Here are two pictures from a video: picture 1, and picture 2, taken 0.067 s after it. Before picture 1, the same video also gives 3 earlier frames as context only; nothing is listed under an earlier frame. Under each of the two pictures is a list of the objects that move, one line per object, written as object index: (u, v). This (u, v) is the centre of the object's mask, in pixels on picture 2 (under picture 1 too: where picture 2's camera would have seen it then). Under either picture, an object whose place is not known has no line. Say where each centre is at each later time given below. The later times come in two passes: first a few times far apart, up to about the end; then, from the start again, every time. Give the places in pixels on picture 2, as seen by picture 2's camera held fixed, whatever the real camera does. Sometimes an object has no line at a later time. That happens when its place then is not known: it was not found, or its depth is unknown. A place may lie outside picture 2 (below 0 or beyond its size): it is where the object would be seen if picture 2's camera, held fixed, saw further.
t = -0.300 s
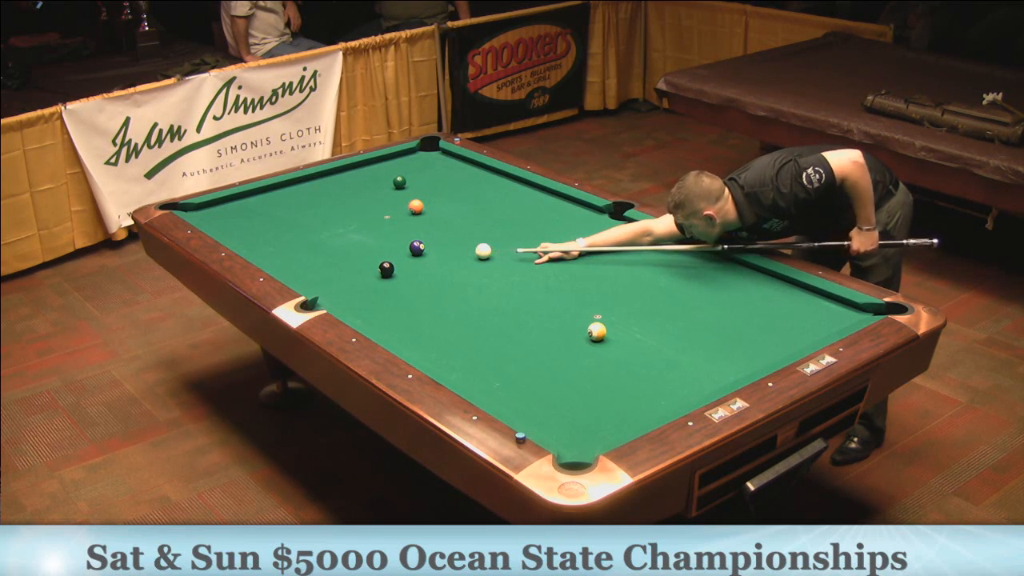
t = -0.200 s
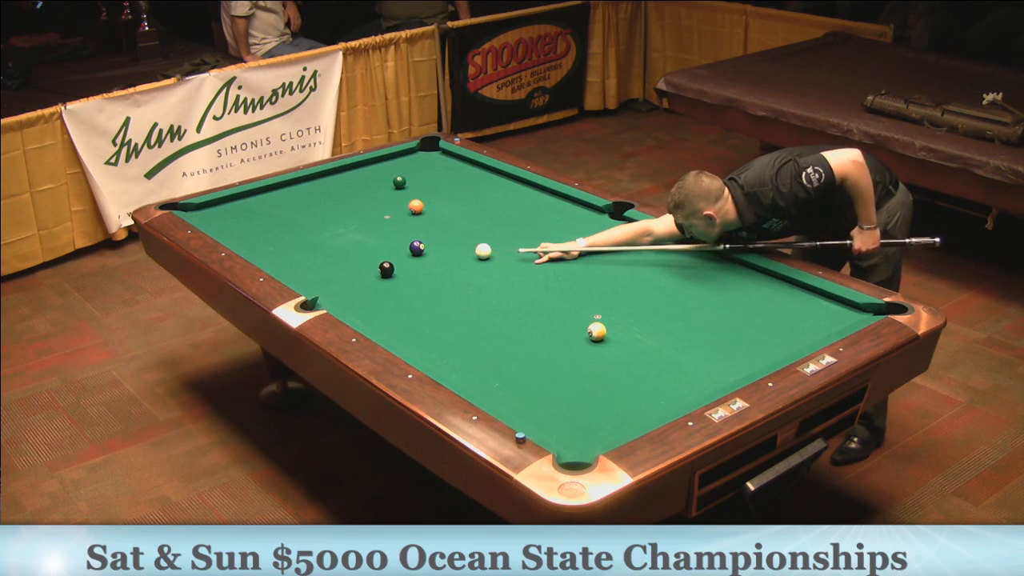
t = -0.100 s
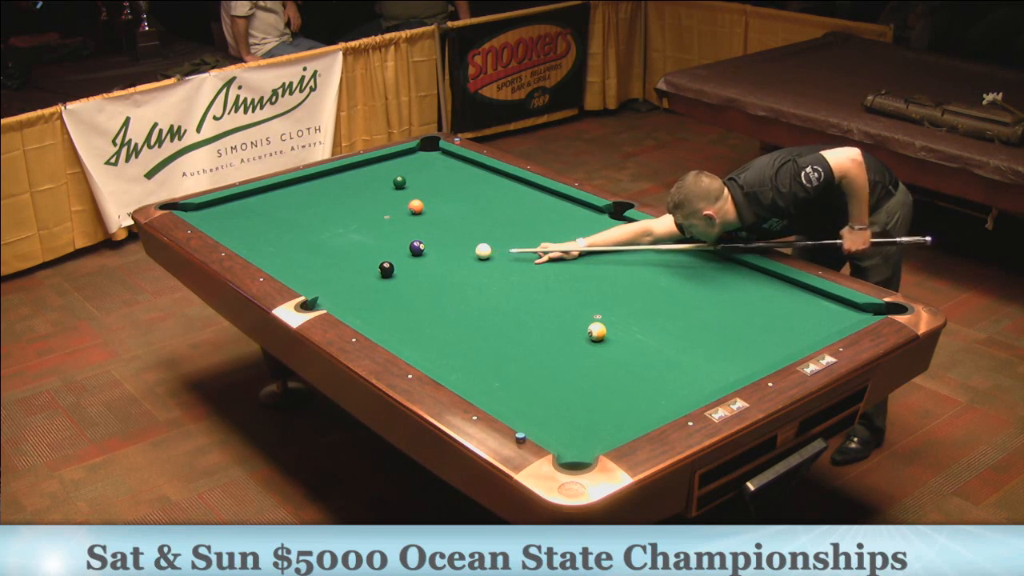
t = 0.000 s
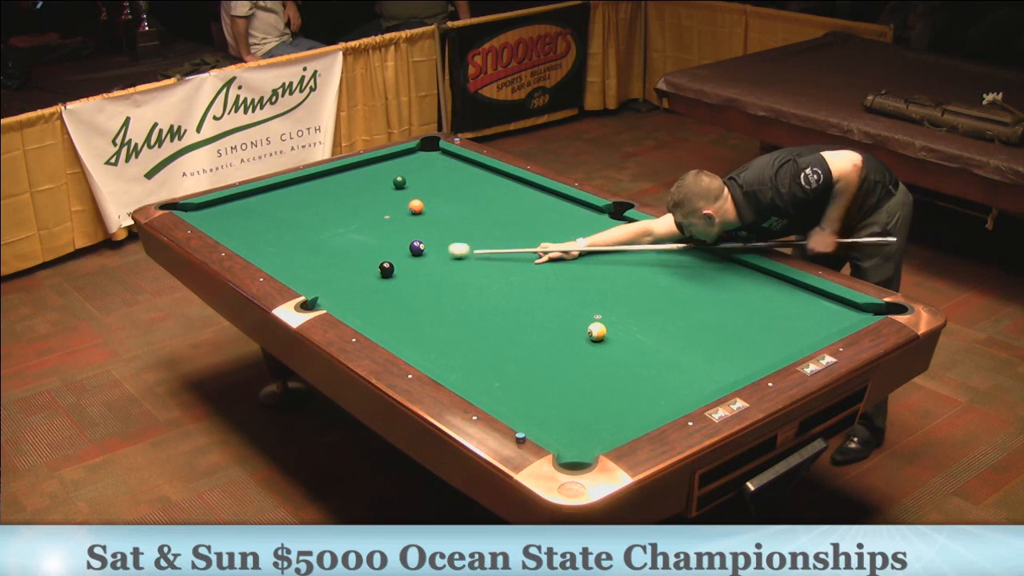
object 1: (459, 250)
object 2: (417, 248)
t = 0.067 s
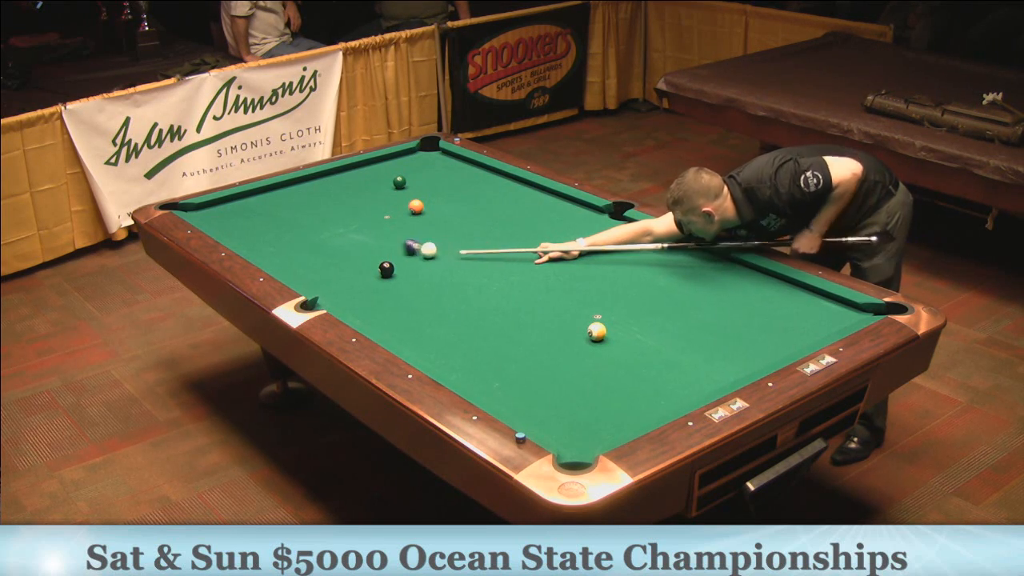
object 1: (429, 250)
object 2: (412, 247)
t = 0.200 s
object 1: (416, 255)
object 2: (362, 240)
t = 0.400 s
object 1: (399, 263)
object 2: (310, 232)
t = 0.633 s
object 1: (396, 266)
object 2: (252, 223)
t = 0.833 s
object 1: (394, 268)
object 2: (208, 216)
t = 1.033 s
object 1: (392, 270)
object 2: (192, 208)
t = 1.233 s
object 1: (391, 271)
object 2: (191, 209)
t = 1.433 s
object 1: (390, 271)
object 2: (197, 208)
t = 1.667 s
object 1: (390, 271)
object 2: (204, 206)
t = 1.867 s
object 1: (390, 271)
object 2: (209, 205)
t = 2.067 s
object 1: (390, 271)
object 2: (214, 204)
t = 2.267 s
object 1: (390, 271)
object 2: (217, 204)
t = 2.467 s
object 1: (390, 271)
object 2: (220, 203)
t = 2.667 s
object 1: (390, 271)
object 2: (222, 203)
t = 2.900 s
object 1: (390, 271)
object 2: (223, 203)
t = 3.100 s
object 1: (390, 271)
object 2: (224, 203)
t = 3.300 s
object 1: (390, 271)
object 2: (224, 203)
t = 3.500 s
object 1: (390, 271)
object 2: (224, 203)
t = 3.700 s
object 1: (390, 271)
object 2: (224, 203)
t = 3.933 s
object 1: (390, 271)
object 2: (224, 203)
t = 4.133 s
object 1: (390, 271)
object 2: (223, 203)
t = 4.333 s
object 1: (390, 271)
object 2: (223, 203)
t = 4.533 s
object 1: (390, 271)
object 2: (223, 203)
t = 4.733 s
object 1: (390, 271)
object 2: (224, 203)
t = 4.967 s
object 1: (390, 271)
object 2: (224, 203)
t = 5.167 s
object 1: (390, 271)
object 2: (224, 203)
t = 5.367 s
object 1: (390, 271)
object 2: (224, 203)
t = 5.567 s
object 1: (390, 271)
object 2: (224, 203)
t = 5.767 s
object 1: (390, 271)
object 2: (224, 203)
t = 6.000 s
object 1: (390, 271)
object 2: (224, 203)
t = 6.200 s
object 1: (390, 271)
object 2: (224, 203)
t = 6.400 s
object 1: (390, 271)
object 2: (224, 203)
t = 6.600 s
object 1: (390, 271)
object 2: (223, 203)
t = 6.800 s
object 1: (390, 271)
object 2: (224, 203)
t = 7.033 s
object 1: (390, 271)
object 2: (224, 203)
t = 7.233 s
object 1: (390, 271)
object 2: (224, 203)
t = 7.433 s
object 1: (390, 271)
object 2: (224, 203)
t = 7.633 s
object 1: (390, 271)
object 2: (224, 203)
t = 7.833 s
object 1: (390, 271)
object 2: (224, 203)
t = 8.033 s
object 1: (390, 271)
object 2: (224, 203)
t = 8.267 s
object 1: (390, 271)
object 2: (224, 203)
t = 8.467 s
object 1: (390, 271)
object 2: (224, 203)
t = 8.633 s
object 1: (390, 271)
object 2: (224, 203)
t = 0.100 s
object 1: (426, 251)
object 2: (398, 245)
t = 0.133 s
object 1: (423, 253)
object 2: (385, 243)
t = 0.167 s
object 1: (420, 254)
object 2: (373, 241)
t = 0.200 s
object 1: (416, 255)
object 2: (362, 240)
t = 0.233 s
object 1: (414, 257)
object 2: (352, 238)
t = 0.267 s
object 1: (411, 258)
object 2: (344, 237)
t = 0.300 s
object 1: (407, 259)
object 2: (335, 235)
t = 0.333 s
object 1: (405, 261)
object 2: (326, 234)
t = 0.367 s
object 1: (402, 262)
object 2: (317, 233)
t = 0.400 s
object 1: (399, 263)
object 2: (310, 232)
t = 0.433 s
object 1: (398, 264)
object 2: (301, 230)
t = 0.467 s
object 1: (398, 264)
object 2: (292, 229)
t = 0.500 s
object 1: (398, 265)
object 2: (284, 228)
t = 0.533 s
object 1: (397, 265)
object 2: (276, 227)
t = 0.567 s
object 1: (397, 265)
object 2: (269, 225)
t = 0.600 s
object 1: (396, 266)
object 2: (261, 224)
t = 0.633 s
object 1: (396, 266)
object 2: (252, 223)
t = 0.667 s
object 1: (396, 266)
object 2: (245, 222)
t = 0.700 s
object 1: (395, 267)
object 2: (238, 221)
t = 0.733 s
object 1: (395, 267)
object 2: (230, 219)
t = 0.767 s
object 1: (395, 267)
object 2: (223, 218)
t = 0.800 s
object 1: (395, 268)
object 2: (215, 218)
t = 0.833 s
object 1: (394, 268)
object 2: (208, 216)
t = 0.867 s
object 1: (394, 268)
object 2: (202, 214)
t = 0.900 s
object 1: (394, 269)
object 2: (195, 212)
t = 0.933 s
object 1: (393, 269)
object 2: (194, 210)
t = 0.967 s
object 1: (393, 269)
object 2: (194, 209)
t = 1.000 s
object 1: (393, 269)
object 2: (193, 208)
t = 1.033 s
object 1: (392, 270)
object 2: (192, 208)
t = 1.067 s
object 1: (392, 270)
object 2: (191, 209)
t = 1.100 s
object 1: (392, 270)
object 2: (190, 209)
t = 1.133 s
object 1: (392, 270)
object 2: (190, 209)
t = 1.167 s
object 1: (392, 270)
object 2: (190, 209)
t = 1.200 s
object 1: (391, 270)
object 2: (191, 209)
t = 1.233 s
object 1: (391, 271)
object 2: (191, 209)
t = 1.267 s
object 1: (391, 271)
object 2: (192, 209)
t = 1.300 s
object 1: (390, 271)
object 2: (193, 209)
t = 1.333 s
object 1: (390, 271)
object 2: (194, 209)
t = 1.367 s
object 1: (390, 271)
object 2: (195, 209)
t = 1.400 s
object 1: (390, 271)
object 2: (196, 209)
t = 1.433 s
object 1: (390, 271)
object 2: (197, 208)
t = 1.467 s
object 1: (390, 271)
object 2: (198, 208)
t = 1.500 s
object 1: (390, 271)
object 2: (199, 207)
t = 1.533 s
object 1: (390, 271)
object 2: (200, 207)
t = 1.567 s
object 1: (390, 271)
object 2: (201, 207)
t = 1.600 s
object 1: (390, 271)
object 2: (202, 206)
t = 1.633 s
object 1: (390, 271)
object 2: (203, 206)
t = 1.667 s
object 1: (390, 271)
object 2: (204, 206)
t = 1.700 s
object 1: (390, 271)
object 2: (204, 206)
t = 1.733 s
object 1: (390, 271)
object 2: (205, 205)
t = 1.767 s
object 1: (390, 271)
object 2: (206, 205)
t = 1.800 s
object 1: (390, 271)
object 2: (207, 205)
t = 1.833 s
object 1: (390, 271)
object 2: (208, 205)
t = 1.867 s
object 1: (390, 271)
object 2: (209, 205)
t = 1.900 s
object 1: (390, 271)
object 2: (210, 205)
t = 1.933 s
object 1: (390, 271)
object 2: (210, 204)
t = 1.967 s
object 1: (390, 271)
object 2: (211, 204)
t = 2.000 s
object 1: (390, 271)
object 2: (212, 204)
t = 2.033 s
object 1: (390, 271)
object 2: (213, 204)
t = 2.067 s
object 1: (390, 271)
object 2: (214, 204)
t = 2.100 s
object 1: (390, 271)
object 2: (214, 204)
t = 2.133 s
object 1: (390, 271)
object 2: (215, 204)
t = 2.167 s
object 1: (390, 271)
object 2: (216, 204)
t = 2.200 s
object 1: (390, 271)
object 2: (216, 204)
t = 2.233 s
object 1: (390, 271)
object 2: (217, 204)
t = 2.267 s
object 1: (390, 271)
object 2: (217, 204)
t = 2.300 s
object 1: (390, 271)
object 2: (218, 204)
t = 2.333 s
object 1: (390, 271)
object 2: (218, 204)
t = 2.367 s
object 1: (390, 271)
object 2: (219, 204)
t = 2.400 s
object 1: (390, 271)
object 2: (219, 203)
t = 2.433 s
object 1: (390, 271)
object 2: (219, 204)
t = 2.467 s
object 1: (390, 271)
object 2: (220, 203)
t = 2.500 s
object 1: (390, 271)
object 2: (220, 203)
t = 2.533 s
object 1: (390, 271)
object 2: (221, 204)
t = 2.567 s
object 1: (390, 271)
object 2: (221, 203)
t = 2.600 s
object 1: (390, 271)
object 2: (221, 203)
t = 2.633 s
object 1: (390, 271)
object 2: (222, 203)
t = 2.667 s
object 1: (390, 271)
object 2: (222, 203)
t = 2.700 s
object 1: (390, 271)
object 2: (222, 203)
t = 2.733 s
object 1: (390, 271)
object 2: (222, 203)
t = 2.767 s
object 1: (390, 271)
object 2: (223, 203)
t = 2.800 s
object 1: (390, 271)
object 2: (223, 203)
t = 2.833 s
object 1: (390, 271)
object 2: (223, 203)
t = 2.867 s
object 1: (390, 271)
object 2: (223, 203)
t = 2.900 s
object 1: (390, 271)
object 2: (223, 203)
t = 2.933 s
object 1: (390, 271)
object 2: (224, 203)
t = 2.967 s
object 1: (390, 271)
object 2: (224, 203)
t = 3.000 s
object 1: (390, 271)
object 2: (223, 203)
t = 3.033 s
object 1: (390, 271)
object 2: (224, 203)
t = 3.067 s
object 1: (390, 271)
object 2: (224, 203)
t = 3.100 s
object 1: (390, 271)
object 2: (224, 203)
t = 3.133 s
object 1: (390, 271)
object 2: (224, 203)
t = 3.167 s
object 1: (390, 271)
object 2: (224, 203)
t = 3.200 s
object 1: (390, 271)
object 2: (224, 203)
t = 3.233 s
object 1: (390, 271)
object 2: (224, 203)
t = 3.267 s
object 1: (390, 271)
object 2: (224, 203)
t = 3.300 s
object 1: (390, 271)
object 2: (224, 203)
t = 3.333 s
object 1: (390, 271)
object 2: (224, 203)
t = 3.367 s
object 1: (390, 271)
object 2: (224, 203)
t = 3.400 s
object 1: (390, 271)
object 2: (224, 203)
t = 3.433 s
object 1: (390, 271)
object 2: (224, 203)
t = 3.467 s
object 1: (390, 271)
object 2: (224, 203)
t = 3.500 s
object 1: (390, 271)
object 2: (224, 203)
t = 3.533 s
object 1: (390, 271)
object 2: (224, 203)
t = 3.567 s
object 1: (390, 271)
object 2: (224, 203)
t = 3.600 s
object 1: (390, 271)
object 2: (224, 203)
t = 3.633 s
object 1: (390, 271)
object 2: (224, 203)
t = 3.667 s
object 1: (390, 271)
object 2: (224, 203)
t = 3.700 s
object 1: (390, 271)
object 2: (224, 203)
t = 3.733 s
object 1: (390, 271)
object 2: (224, 203)
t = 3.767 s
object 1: (390, 271)
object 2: (224, 203)
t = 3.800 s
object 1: (390, 271)
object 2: (224, 203)
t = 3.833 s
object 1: (390, 271)
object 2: (224, 203)
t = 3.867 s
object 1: (390, 271)
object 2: (224, 203)
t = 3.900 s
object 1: (390, 271)
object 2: (224, 203)
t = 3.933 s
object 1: (390, 271)
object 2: (224, 203)
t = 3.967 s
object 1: (390, 271)
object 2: (224, 203)
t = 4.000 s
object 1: (390, 271)
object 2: (224, 203)
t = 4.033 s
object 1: (390, 271)
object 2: (223, 203)
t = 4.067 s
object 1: (390, 271)
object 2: (223, 203)
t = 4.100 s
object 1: (390, 271)
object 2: (224, 203)
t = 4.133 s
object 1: (390, 271)
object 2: (223, 203)
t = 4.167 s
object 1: (390, 271)
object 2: (223, 203)
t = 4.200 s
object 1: (390, 271)
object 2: (223, 203)
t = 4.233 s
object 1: (390, 271)
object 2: (223, 203)
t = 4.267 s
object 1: (390, 271)
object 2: (223, 203)
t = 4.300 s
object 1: (390, 271)
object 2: (223, 203)
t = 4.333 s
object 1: (390, 271)
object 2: (223, 203)
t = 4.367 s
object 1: (390, 271)
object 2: (223, 203)
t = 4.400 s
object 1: (390, 271)
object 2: (223, 203)
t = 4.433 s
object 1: (390, 271)
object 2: (223, 203)
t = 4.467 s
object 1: (390, 271)
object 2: (223, 203)
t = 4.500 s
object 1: (390, 271)
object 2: (224, 203)
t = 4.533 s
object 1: (390, 271)
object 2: (223, 203)
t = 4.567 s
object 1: (390, 271)
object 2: (223, 203)
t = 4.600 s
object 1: (390, 271)
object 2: (224, 203)
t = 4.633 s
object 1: (390, 271)
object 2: (224, 203)
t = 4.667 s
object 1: (390, 271)
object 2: (224, 203)
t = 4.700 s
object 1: (390, 271)
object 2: (224, 203)
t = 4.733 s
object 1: (390, 271)
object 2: (224, 203)
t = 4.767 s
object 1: (390, 271)
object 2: (224, 203)
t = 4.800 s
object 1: (390, 271)
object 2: (224, 203)
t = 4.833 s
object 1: (390, 271)
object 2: (224, 203)
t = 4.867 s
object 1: (390, 271)
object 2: (224, 203)
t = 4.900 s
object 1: (390, 271)
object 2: (224, 203)
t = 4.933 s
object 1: (390, 271)
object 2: (224, 203)
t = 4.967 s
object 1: (390, 271)
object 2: (224, 203)
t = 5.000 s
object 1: (390, 271)
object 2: (223, 203)
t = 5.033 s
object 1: (390, 271)
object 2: (224, 203)
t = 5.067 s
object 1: (390, 271)
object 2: (224, 203)
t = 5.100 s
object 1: (390, 271)
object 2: (223, 203)
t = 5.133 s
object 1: (390, 271)
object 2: (224, 203)
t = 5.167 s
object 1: (390, 271)
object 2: (224, 203)
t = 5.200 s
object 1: (390, 271)
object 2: (223, 203)
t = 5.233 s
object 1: (390, 271)
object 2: (224, 203)
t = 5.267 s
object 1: (390, 271)
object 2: (224, 203)
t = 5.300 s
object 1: (390, 271)
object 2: (224, 203)
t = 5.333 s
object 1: (390, 271)
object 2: (223, 203)
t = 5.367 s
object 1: (390, 271)
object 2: (224, 203)
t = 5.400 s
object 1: (390, 271)
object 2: (224, 203)
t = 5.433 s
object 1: (390, 271)
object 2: (224, 203)
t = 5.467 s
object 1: (390, 271)
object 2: (224, 203)
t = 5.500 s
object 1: (390, 271)
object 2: (224, 203)
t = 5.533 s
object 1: (390, 271)
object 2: (224, 203)
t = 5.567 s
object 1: (390, 271)
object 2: (224, 203)
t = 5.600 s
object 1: (390, 271)
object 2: (224, 203)
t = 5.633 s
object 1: (390, 271)
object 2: (224, 203)
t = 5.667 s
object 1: (390, 271)
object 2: (224, 203)
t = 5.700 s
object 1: (390, 271)
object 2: (224, 203)
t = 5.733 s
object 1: (390, 271)
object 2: (224, 203)
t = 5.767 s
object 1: (390, 271)
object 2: (224, 203)
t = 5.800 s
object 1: (390, 271)
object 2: (224, 203)
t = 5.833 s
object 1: (390, 271)
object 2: (224, 203)
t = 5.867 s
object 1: (390, 271)
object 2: (224, 203)
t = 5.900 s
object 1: (390, 271)
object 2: (224, 203)
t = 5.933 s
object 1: (390, 271)
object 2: (224, 203)
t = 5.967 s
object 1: (390, 271)
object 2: (224, 203)
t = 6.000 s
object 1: (390, 271)
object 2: (224, 203)
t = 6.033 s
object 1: (390, 271)
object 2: (224, 203)
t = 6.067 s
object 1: (390, 271)
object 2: (224, 203)
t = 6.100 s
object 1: (390, 271)
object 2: (224, 203)
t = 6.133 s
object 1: (390, 271)
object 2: (224, 203)
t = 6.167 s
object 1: (390, 271)
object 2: (224, 203)
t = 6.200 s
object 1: (390, 271)
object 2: (224, 203)
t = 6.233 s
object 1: (390, 271)
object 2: (224, 203)
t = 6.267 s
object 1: (390, 271)
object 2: (224, 203)
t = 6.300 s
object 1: (390, 271)
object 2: (224, 203)
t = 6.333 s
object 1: (390, 271)
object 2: (224, 203)
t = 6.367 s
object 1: (390, 271)
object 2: (224, 203)
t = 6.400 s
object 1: (390, 271)
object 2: (224, 203)
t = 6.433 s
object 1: (390, 271)
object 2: (224, 203)
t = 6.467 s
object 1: (390, 271)
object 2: (224, 203)
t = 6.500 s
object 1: (390, 271)
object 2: (224, 203)
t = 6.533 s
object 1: (390, 271)
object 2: (224, 203)
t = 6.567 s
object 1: (390, 271)
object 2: (224, 203)
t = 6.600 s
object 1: (390, 271)
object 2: (223, 203)
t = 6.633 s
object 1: (390, 271)
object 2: (224, 203)
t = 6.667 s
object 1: (390, 271)
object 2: (224, 203)
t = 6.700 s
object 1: (390, 271)
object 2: (224, 203)
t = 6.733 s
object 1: (390, 271)
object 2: (224, 203)
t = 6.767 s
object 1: (390, 271)
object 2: (224, 203)
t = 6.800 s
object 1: (390, 271)
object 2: (224, 203)
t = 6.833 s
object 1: (390, 271)
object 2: (223, 203)
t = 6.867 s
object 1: (390, 271)
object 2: (224, 203)
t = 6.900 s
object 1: (390, 271)
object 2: (224, 203)
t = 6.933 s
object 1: (390, 271)
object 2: (223, 203)
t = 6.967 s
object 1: (390, 271)
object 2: (223, 203)
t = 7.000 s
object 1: (390, 271)
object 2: (223, 203)
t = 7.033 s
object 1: (390, 271)
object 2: (224, 203)
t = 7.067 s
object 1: (390, 271)
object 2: (223, 203)
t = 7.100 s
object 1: (390, 271)
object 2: (224, 203)
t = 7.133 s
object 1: (390, 271)
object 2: (223, 203)
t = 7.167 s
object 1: (390, 271)
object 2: (224, 203)
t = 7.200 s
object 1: (390, 271)
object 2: (224, 203)
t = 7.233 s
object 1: (390, 271)
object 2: (224, 203)
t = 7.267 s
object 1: (390, 271)
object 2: (224, 203)
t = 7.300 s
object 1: (390, 271)
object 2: (223, 203)
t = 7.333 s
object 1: (390, 271)
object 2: (224, 203)
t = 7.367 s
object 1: (390, 271)
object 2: (223, 203)
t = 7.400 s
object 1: (390, 271)
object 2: (223, 203)
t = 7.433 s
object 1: (390, 271)
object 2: (224, 203)
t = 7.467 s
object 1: (390, 271)
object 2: (224, 203)
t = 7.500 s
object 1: (390, 271)
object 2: (224, 203)
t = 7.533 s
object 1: (390, 271)
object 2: (223, 203)
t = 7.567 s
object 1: (390, 271)
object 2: (223, 203)
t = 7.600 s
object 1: (390, 271)
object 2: (223, 203)
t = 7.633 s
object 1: (390, 271)
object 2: (224, 203)
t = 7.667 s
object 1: (390, 271)
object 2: (224, 203)
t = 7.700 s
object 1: (390, 271)
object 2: (224, 203)
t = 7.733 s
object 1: (390, 271)
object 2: (223, 203)
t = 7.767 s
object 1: (390, 271)
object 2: (224, 203)
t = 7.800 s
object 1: (390, 271)
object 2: (223, 203)
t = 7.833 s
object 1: (390, 271)
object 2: (224, 203)
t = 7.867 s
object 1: (390, 271)
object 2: (223, 203)
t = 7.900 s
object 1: (390, 271)
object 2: (223, 203)
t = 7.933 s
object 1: (390, 271)
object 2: (224, 203)
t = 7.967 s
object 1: (390, 271)
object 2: (224, 203)
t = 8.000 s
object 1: (390, 271)
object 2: (224, 203)
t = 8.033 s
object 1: (390, 271)
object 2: (224, 203)
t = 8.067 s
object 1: (390, 271)
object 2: (224, 203)
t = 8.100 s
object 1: (390, 271)
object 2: (224, 203)
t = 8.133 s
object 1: (390, 271)
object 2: (224, 203)
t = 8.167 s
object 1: (390, 271)
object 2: (224, 203)
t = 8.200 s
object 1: (390, 271)
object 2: (224, 203)
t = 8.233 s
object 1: (390, 271)
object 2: (224, 203)
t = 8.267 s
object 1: (390, 271)
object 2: (224, 203)
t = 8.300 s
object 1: (390, 271)
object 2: (224, 203)
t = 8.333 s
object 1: (390, 271)
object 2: (224, 203)
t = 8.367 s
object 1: (390, 271)
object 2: (224, 203)
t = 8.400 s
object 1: (390, 271)
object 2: (224, 203)
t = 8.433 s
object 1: (390, 271)
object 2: (224, 203)
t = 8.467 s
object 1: (390, 271)
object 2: (224, 203)
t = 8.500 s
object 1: (390, 271)
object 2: (224, 203)
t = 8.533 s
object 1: (390, 271)
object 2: (224, 203)
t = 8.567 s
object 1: (390, 271)
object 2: (224, 203)
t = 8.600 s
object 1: (390, 271)
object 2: (224, 203)
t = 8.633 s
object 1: (390, 271)
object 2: (224, 203)
